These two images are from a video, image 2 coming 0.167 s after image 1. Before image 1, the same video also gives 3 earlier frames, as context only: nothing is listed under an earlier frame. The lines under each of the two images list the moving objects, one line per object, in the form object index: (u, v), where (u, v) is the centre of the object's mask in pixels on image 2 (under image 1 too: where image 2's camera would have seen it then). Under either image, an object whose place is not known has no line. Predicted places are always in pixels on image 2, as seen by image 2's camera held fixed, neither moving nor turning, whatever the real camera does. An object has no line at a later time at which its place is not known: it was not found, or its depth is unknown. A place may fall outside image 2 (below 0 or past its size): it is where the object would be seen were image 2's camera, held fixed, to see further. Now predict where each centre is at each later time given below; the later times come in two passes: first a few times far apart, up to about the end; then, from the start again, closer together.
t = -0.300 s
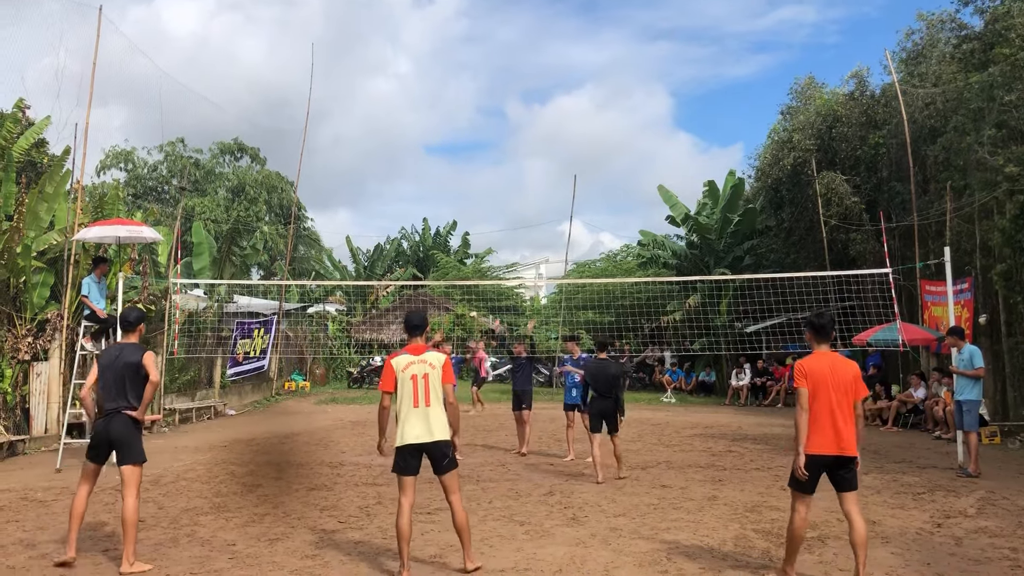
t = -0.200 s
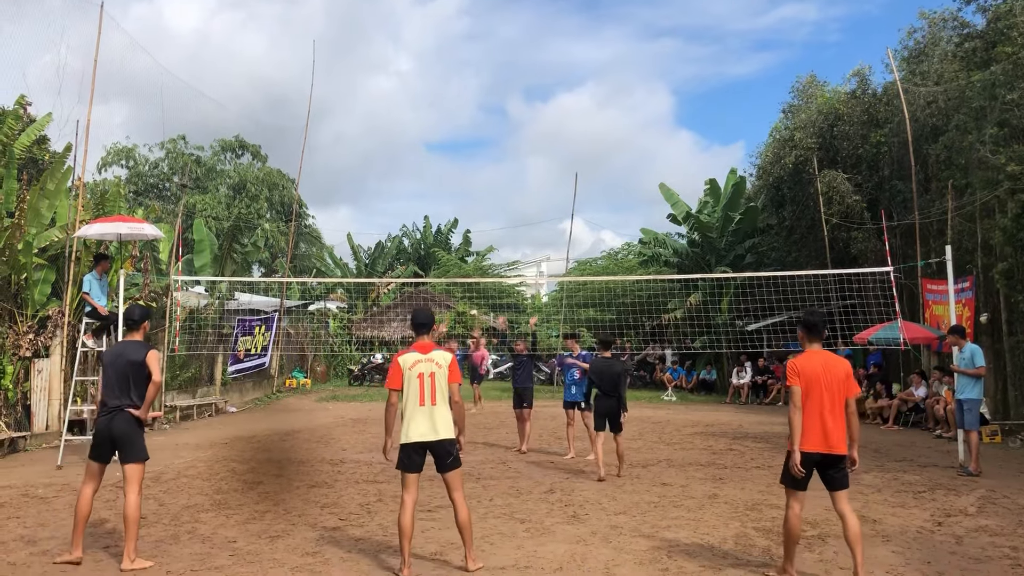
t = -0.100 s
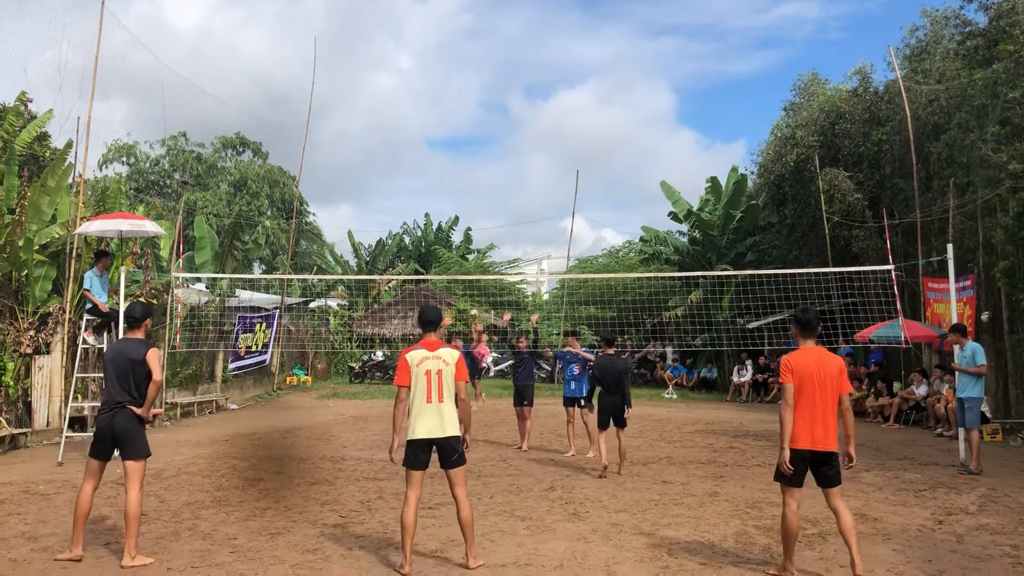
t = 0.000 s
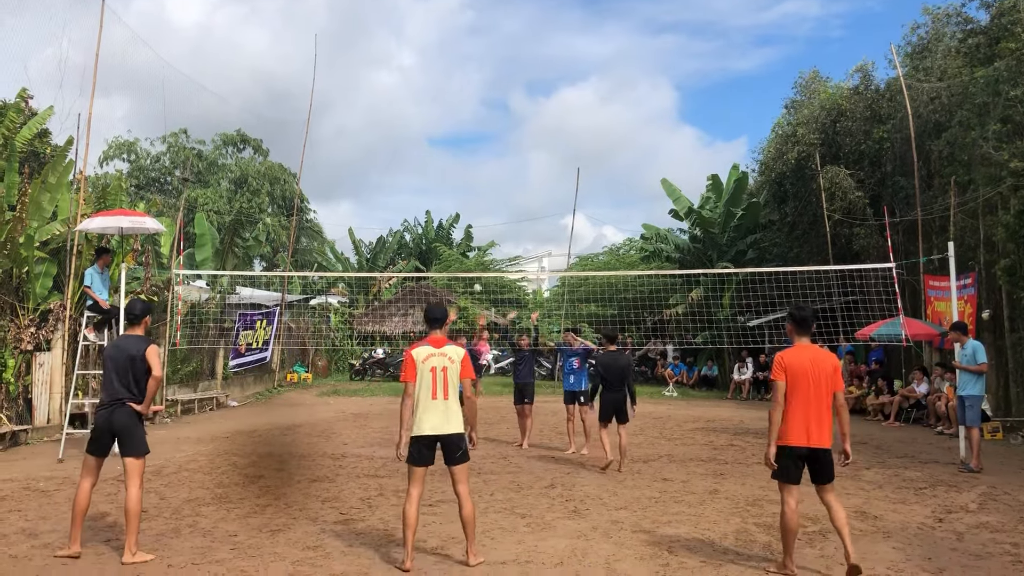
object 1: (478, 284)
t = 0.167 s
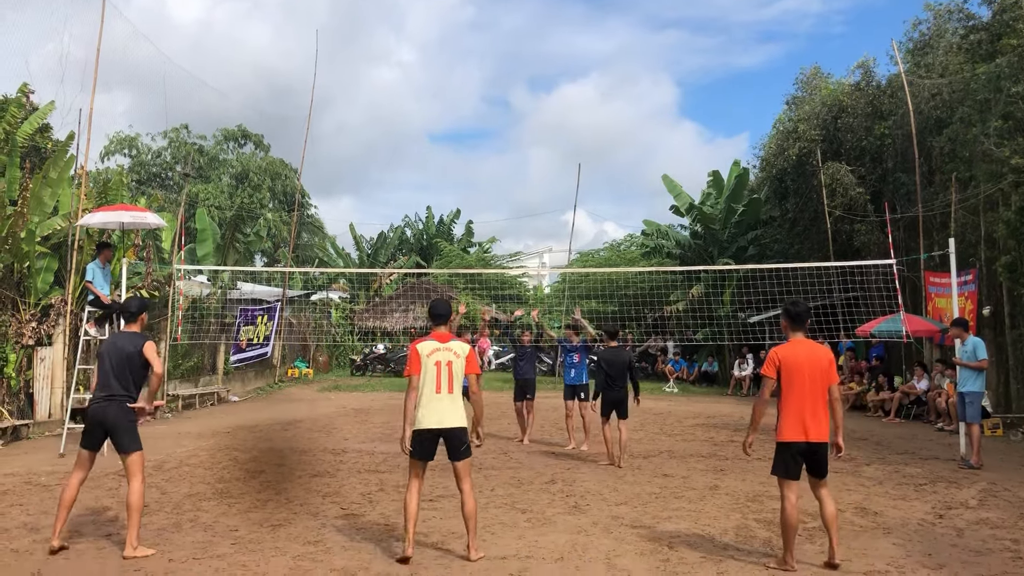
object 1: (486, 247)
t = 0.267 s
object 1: (494, 228)
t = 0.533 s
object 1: (513, 189)
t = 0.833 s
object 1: (544, 221)
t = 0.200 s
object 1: (490, 241)
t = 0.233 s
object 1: (491, 234)
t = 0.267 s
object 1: (494, 228)
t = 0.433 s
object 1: (506, 199)
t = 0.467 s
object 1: (508, 195)
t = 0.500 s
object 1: (511, 192)
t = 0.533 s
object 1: (513, 189)
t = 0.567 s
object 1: (516, 187)
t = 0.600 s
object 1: (519, 186)
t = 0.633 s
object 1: (522, 186)
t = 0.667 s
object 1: (525, 188)
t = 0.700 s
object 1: (529, 191)
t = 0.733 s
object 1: (533, 195)
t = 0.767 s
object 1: (536, 202)
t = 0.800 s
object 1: (540, 210)
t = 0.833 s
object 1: (544, 221)
